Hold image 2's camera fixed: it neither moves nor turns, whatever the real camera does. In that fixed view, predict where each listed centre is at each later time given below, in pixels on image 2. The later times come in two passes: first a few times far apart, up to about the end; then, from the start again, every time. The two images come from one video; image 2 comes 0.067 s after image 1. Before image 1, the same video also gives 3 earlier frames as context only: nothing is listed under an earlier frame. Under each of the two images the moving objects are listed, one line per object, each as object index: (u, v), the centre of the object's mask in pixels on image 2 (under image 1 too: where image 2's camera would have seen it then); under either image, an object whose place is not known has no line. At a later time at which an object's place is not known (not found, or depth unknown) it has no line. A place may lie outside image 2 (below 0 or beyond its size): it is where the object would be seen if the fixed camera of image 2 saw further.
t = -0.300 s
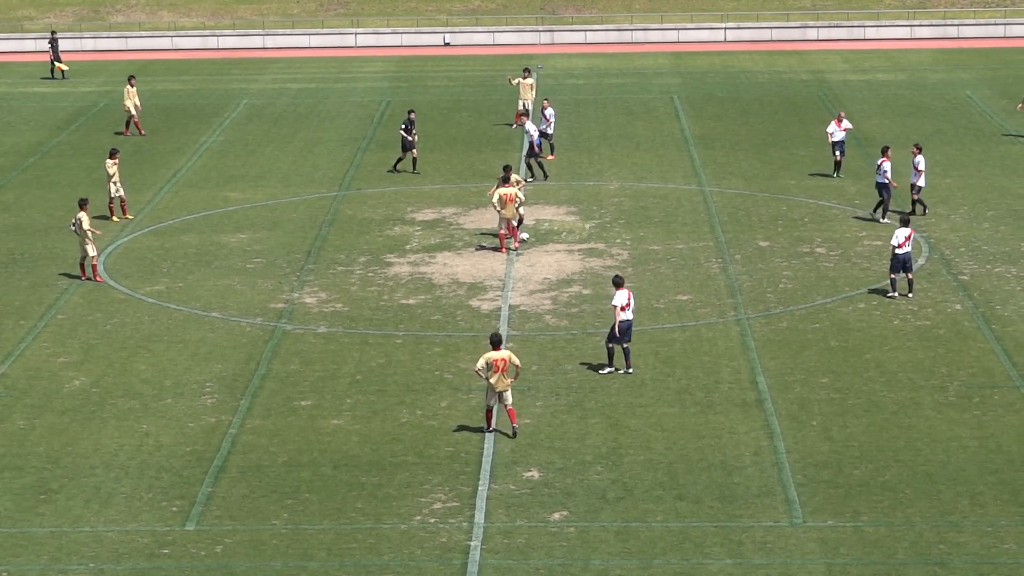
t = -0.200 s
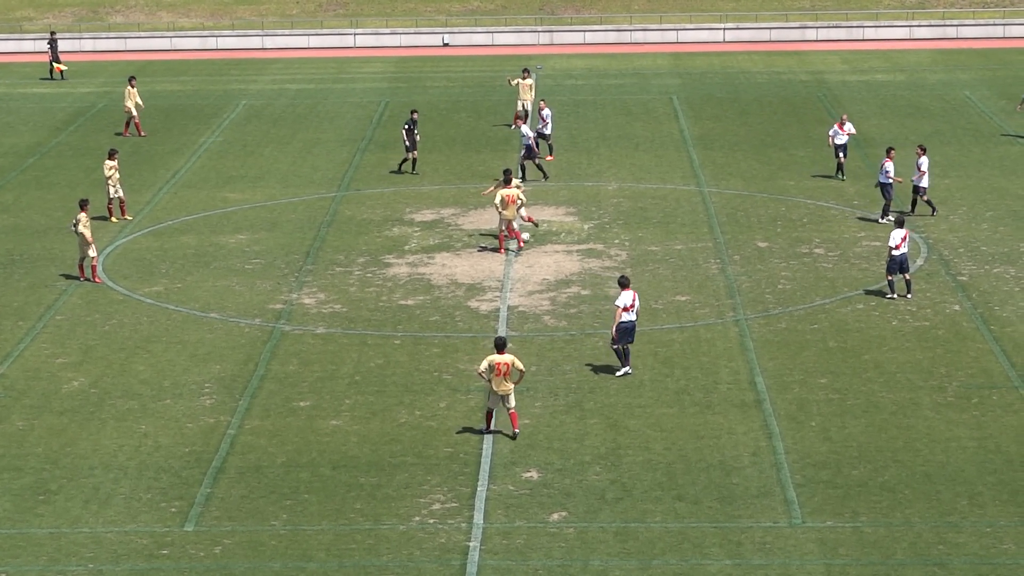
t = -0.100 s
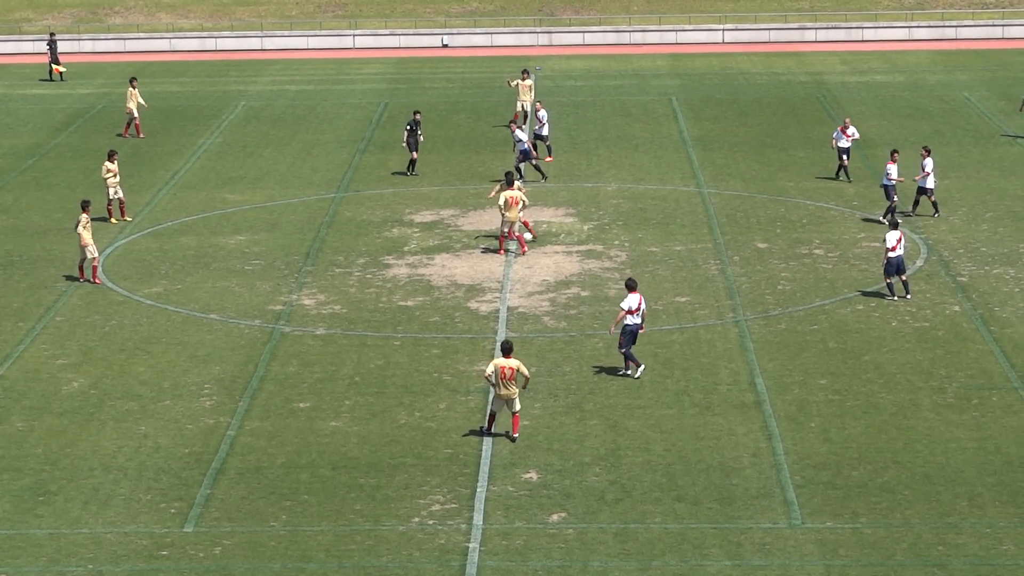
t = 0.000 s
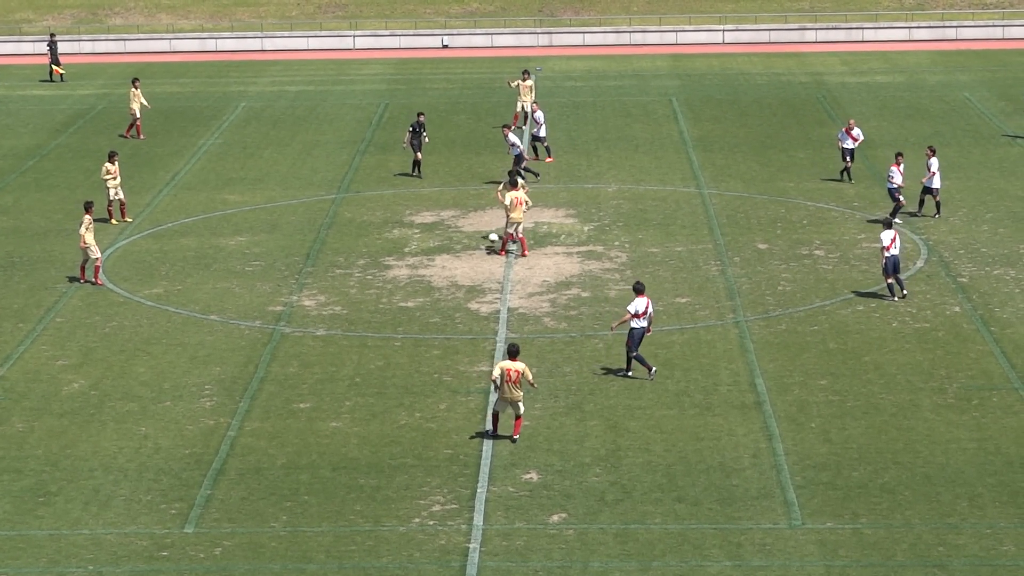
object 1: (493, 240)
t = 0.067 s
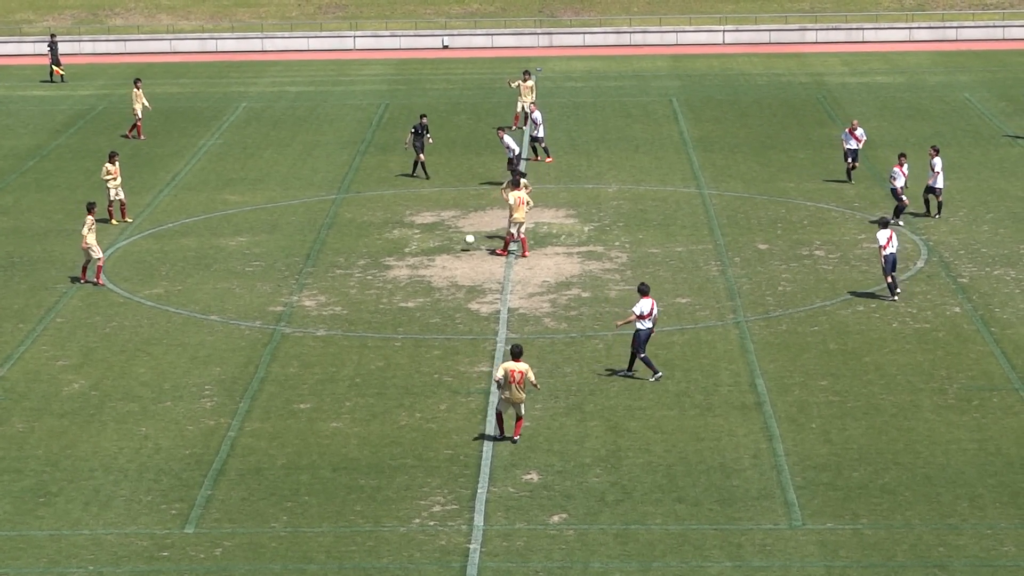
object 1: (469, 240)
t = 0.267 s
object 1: (397, 254)
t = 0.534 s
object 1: (325, 258)
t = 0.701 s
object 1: (280, 270)
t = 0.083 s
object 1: (463, 240)
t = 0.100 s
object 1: (456, 242)
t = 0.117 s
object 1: (450, 242)
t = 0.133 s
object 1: (444, 242)
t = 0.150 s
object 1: (438, 245)
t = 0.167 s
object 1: (432, 247)
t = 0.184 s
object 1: (426, 249)
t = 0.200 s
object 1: (419, 250)
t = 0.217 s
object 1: (413, 251)
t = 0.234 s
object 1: (408, 253)
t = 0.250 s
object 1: (402, 255)
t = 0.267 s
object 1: (397, 254)
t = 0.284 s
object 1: (393, 254)
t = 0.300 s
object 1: (389, 253)
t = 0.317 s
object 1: (384, 253)
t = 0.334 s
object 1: (380, 252)
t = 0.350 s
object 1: (376, 252)
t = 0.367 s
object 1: (371, 252)
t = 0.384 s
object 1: (366, 252)
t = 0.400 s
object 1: (362, 254)
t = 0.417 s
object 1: (357, 253)
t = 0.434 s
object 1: (353, 256)
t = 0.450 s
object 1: (349, 255)
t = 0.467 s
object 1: (344, 258)
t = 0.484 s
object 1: (338, 255)
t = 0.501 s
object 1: (334, 260)
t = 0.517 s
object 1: (330, 260)
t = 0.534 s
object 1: (325, 258)
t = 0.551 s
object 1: (319, 261)
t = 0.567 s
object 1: (316, 261)
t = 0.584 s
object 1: (311, 267)
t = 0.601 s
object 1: (307, 267)
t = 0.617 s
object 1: (303, 267)
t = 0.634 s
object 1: (299, 269)
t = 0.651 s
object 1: (293, 269)
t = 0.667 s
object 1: (289, 271)
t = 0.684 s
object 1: (285, 267)
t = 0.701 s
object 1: (280, 270)
